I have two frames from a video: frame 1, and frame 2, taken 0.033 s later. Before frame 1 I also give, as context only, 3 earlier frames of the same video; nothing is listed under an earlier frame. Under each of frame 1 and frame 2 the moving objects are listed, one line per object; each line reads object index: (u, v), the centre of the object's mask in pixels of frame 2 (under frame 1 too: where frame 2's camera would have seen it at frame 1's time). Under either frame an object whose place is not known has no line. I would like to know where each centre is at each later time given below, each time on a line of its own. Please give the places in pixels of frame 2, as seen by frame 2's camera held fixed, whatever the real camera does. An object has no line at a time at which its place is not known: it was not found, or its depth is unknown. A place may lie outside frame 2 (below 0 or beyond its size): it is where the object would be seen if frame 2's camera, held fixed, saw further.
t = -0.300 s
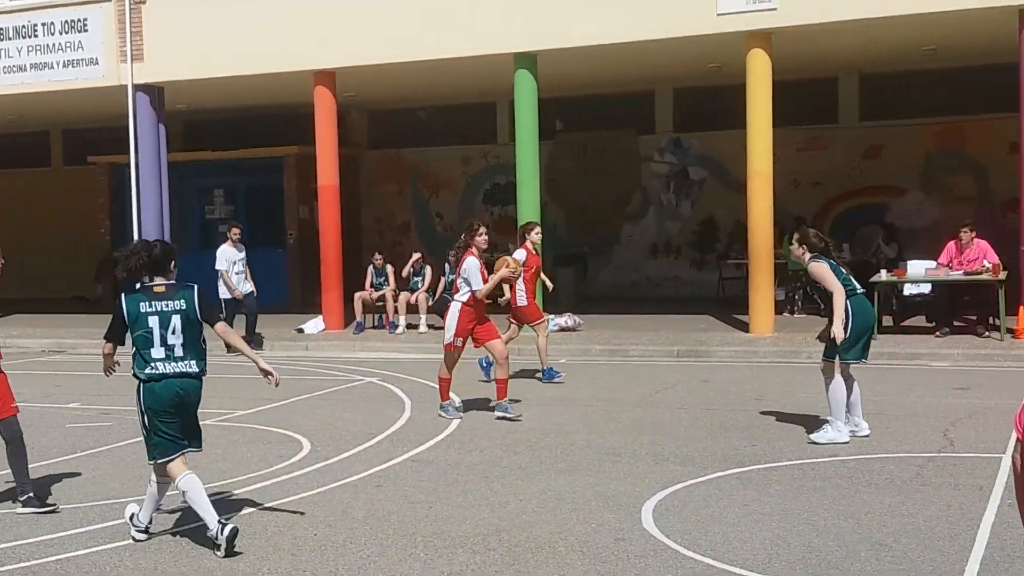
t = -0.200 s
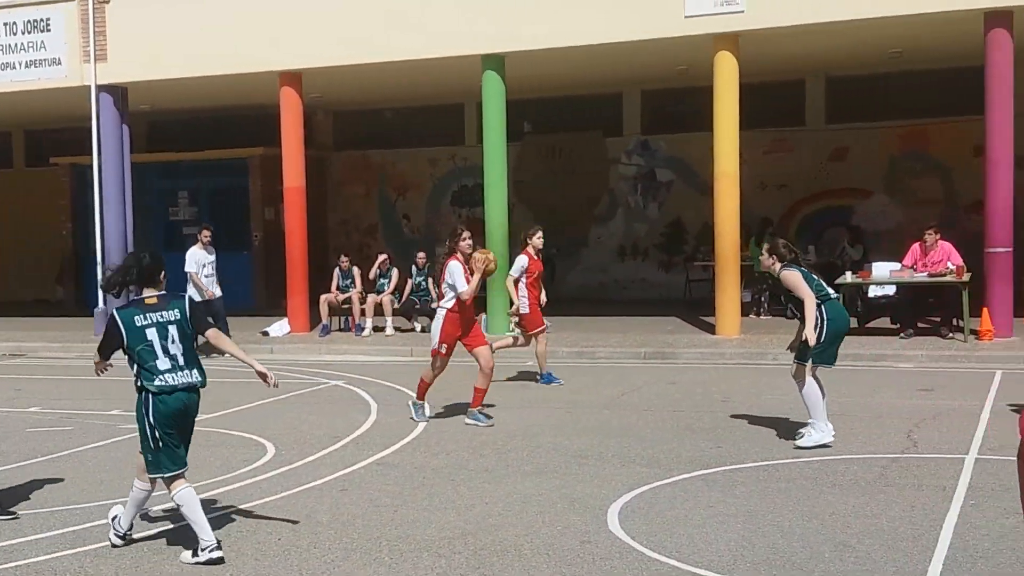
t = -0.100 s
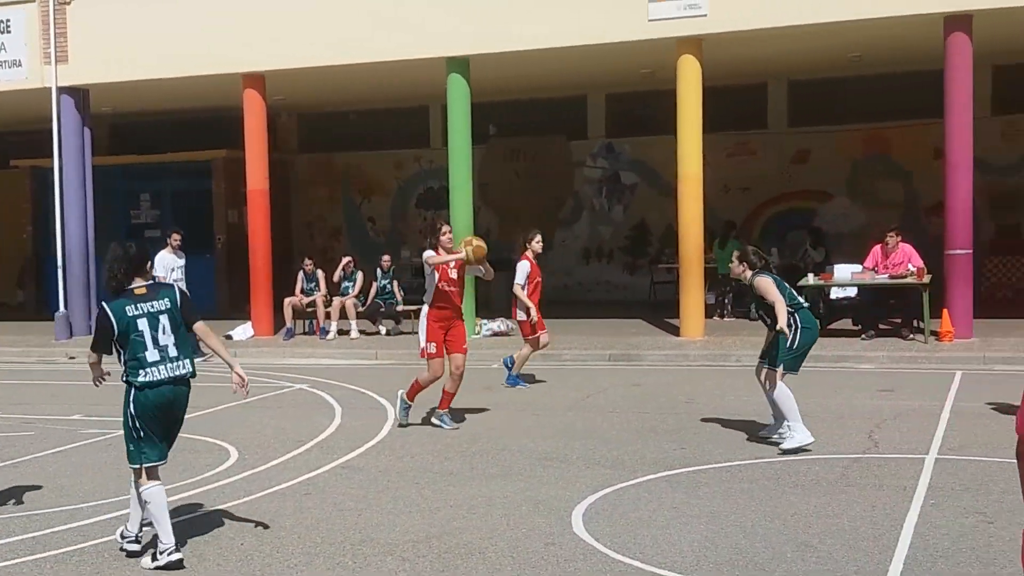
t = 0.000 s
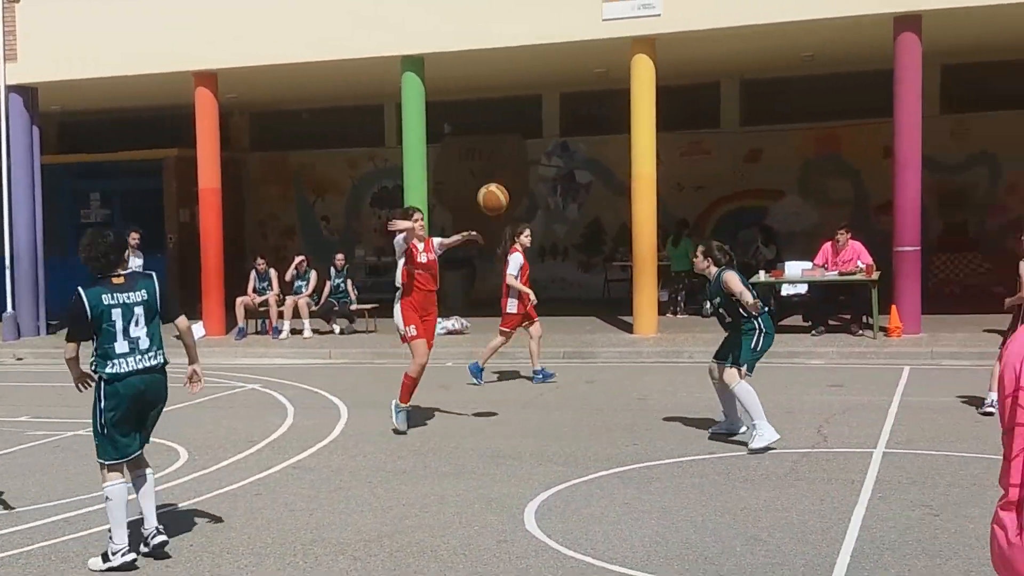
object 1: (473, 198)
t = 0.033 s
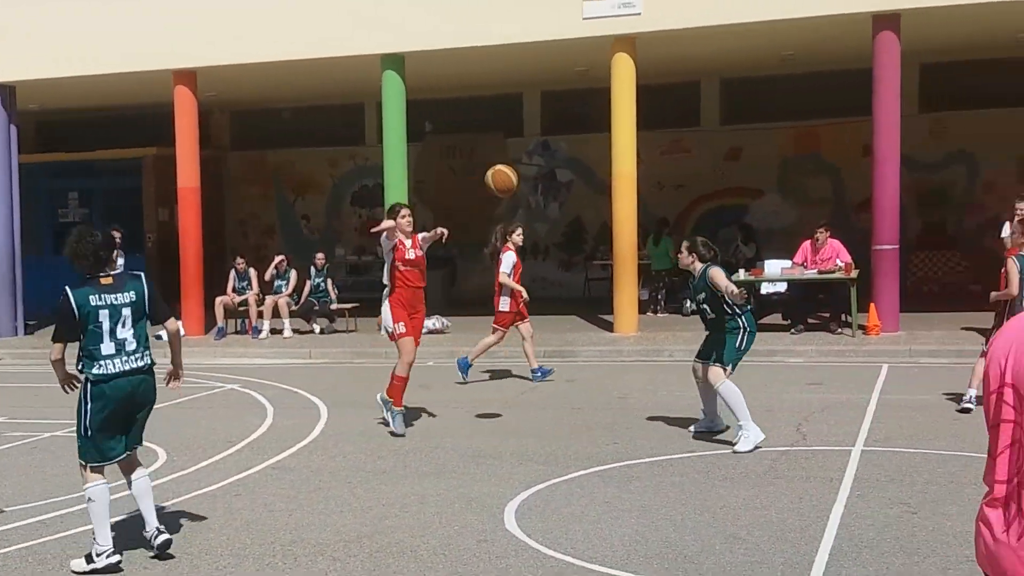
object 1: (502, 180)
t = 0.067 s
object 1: (531, 162)
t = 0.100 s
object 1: (562, 148)
